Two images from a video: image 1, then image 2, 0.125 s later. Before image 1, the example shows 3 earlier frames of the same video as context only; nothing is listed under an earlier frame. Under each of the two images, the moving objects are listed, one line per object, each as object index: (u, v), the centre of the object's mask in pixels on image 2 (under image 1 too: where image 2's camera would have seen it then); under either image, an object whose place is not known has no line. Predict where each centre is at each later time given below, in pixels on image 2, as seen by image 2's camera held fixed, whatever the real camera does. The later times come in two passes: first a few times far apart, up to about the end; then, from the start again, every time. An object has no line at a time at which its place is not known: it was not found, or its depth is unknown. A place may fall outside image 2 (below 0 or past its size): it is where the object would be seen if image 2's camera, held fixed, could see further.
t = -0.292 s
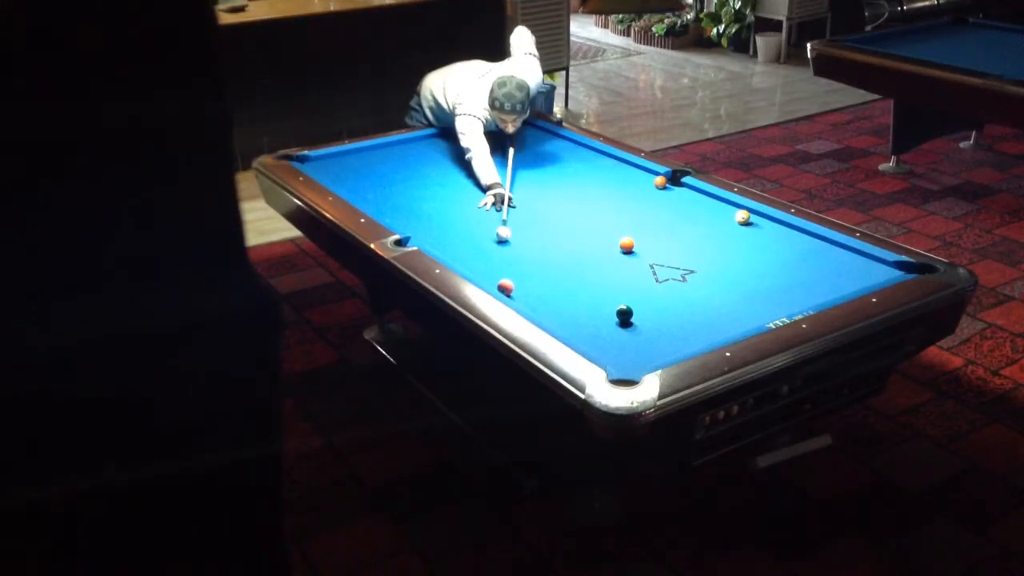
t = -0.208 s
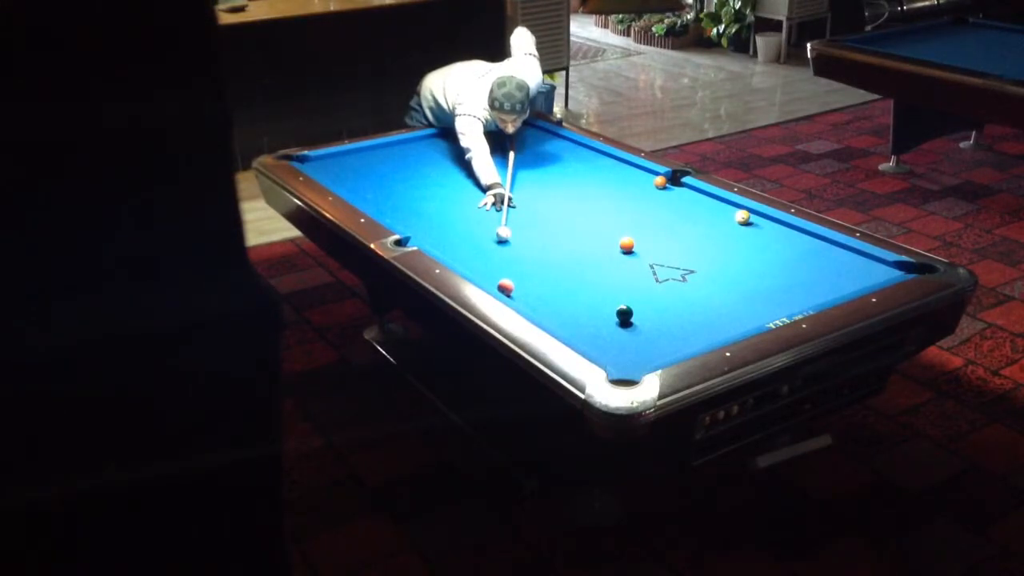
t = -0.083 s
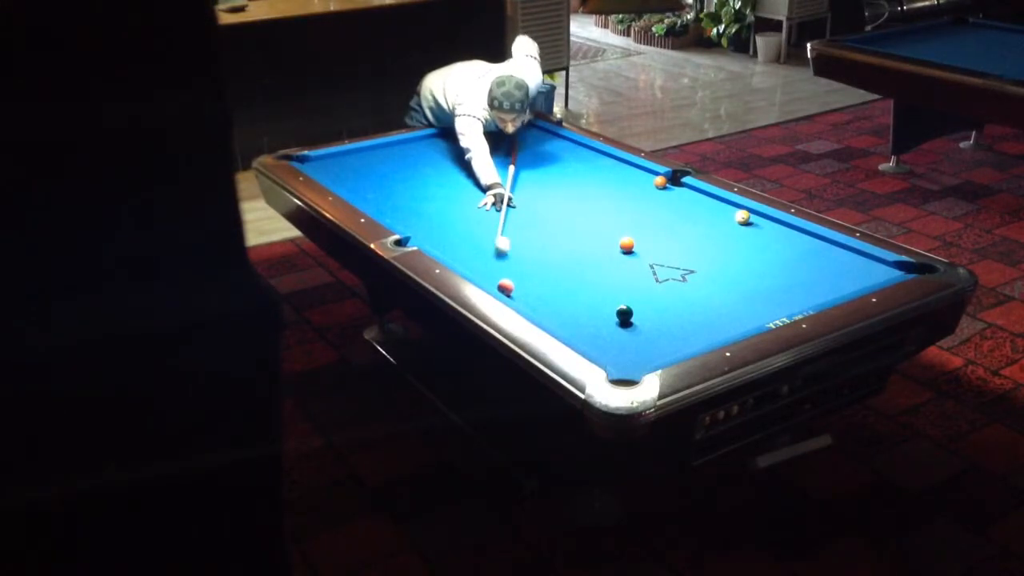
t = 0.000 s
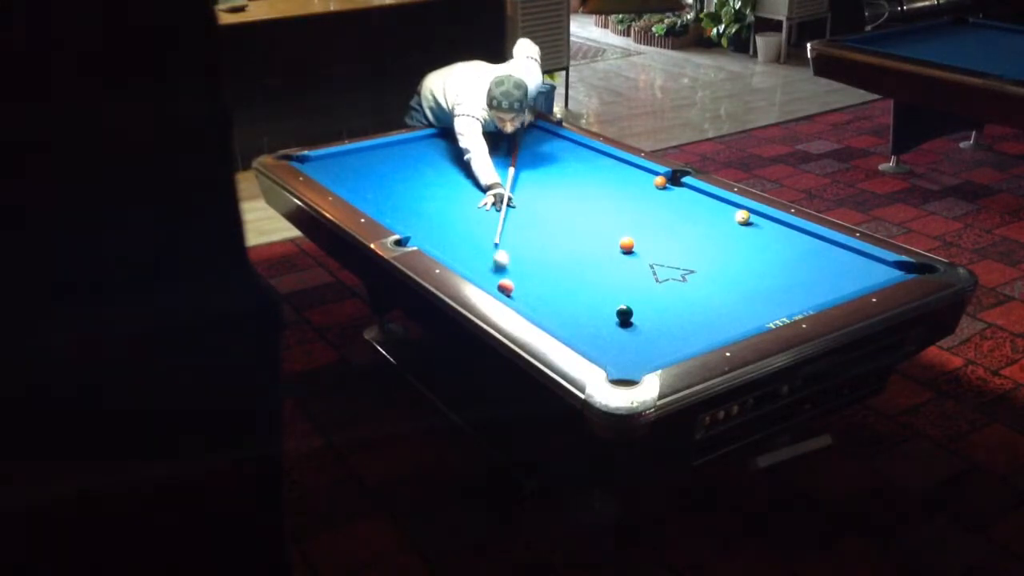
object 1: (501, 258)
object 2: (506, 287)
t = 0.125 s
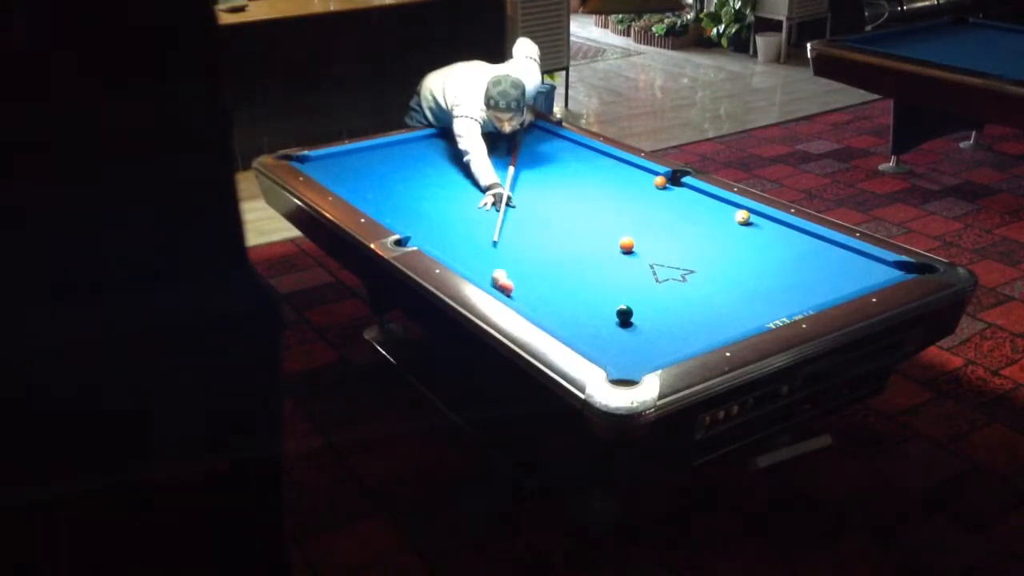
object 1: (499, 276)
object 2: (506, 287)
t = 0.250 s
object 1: (495, 280)
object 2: (517, 294)
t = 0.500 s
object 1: (507, 274)
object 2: (540, 311)
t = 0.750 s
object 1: (519, 269)
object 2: (565, 327)
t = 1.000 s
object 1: (529, 264)
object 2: (591, 342)
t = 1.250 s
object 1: (538, 259)
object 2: (618, 359)
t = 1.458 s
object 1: (545, 256)
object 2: (636, 371)
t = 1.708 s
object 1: (553, 252)
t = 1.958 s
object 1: (560, 248)
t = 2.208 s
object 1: (566, 245)
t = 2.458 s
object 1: (571, 242)
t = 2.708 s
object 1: (576, 240)
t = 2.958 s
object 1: (580, 238)
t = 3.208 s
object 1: (583, 237)
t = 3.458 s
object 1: (585, 236)
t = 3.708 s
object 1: (587, 235)
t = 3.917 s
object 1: (588, 235)
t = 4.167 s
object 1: (588, 235)
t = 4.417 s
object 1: (588, 235)
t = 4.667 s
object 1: (588, 235)
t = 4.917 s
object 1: (588, 235)
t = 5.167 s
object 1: (588, 235)
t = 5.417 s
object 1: (588, 235)
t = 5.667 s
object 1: (588, 235)
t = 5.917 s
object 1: (588, 235)
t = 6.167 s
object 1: (588, 235)
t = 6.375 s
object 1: (588, 235)
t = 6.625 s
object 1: (588, 235)
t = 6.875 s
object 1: (588, 235)
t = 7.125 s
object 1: (588, 235)
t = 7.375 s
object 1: (588, 235)
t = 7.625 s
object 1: (588, 235)
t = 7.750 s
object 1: (588, 235)
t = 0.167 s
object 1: (496, 279)
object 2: (509, 289)
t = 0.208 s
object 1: (493, 280)
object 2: (513, 291)
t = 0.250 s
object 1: (495, 280)
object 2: (517, 294)
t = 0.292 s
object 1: (497, 279)
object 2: (521, 297)
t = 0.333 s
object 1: (499, 279)
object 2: (525, 300)
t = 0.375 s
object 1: (501, 277)
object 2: (528, 302)
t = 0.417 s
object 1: (503, 277)
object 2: (532, 305)
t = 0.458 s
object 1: (505, 276)
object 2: (536, 308)
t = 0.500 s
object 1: (507, 274)
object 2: (540, 311)
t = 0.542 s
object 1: (509, 273)
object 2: (544, 313)
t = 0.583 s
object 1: (512, 273)
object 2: (548, 316)
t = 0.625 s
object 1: (514, 271)
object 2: (552, 319)
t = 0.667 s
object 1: (516, 270)
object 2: (557, 321)
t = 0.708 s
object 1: (517, 269)
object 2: (560, 324)
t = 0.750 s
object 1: (519, 269)
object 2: (565, 327)
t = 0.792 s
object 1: (521, 268)
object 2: (569, 329)
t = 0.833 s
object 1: (523, 267)
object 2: (574, 332)
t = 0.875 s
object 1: (524, 266)
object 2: (578, 335)
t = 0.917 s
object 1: (526, 265)
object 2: (582, 337)
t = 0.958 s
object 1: (528, 265)
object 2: (587, 340)
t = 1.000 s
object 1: (529, 264)
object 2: (591, 342)
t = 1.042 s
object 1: (531, 263)
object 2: (596, 345)
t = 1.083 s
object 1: (532, 262)
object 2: (600, 348)
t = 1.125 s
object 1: (534, 262)
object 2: (605, 351)
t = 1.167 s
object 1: (535, 261)
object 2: (609, 353)
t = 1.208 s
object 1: (537, 260)
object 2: (613, 356)
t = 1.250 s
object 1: (538, 259)
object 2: (618, 359)
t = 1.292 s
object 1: (540, 258)
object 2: (622, 362)
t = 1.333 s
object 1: (541, 257)
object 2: (627, 365)
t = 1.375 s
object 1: (543, 257)
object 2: (631, 367)
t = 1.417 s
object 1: (544, 256)
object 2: (636, 369)
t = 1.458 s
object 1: (545, 256)
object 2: (636, 371)
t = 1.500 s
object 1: (547, 255)
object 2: (634, 373)
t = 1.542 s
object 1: (548, 254)
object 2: (631, 376)
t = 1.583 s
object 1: (549, 253)
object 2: (629, 382)
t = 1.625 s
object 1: (551, 252)
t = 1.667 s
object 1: (552, 252)
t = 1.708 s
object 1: (553, 252)
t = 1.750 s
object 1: (554, 251)
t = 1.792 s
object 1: (555, 250)
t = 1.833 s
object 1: (556, 250)
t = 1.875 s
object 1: (558, 249)
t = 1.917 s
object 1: (559, 249)
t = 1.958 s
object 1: (560, 248)
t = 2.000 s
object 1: (561, 247)
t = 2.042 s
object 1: (561, 247)
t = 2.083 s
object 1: (562, 246)
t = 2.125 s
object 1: (564, 245)
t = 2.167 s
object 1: (564, 245)
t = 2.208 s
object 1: (566, 245)
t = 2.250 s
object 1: (567, 244)
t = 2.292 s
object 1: (567, 244)
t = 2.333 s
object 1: (568, 243)
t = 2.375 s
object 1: (569, 243)
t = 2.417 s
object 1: (570, 243)
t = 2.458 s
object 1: (571, 242)
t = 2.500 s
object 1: (572, 242)
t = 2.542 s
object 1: (573, 241)
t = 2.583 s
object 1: (573, 241)
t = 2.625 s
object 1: (574, 241)
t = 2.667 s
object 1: (575, 241)
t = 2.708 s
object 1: (576, 240)
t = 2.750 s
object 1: (576, 240)
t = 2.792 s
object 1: (577, 239)
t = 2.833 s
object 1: (578, 239)
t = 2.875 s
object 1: (578, 239)
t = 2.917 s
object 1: (579, 239)
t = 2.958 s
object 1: (580, 238)
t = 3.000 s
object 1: (580, 238)
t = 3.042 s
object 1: (581, 238)
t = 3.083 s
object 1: (581, 238)
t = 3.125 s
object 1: (582, 237)
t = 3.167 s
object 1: (583, 237)
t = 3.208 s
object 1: (583, 237)
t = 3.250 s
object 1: (583, 237)
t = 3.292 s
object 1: (584, 237)
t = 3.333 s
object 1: (584, 236)
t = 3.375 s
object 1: (585, 236)
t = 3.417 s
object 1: (585, 236)
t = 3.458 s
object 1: (585, 236)
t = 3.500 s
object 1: (585, 236)
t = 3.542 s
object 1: (586, 236)
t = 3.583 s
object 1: (586, 236)
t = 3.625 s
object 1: (586, 235)
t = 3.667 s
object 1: (587, 235)
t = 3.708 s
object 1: (587, 235)
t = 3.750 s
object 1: (587, 235)
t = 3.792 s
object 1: (587, 235)
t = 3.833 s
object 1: (587, 235)
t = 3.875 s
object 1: (588, 235)
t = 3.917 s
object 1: (588, 235)
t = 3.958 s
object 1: (588, 235)
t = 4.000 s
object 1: (588, 235)
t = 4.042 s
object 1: (588, 235)
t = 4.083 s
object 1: (588, 235)
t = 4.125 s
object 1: (588, 235)
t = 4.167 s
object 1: (588, 235)
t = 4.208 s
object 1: (588, 235)
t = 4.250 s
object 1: (588, 235)
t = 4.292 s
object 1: (588, 235)
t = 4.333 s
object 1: (588, 235)
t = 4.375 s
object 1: (588, 235)
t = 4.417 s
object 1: (588, 235)
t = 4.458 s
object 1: (588, 235)
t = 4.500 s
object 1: (588, 235)
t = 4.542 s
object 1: (588, 235)
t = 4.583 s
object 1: (588, 235)
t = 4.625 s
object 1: (588, 235)
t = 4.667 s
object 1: (588, 235)
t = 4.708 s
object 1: (588, 235)
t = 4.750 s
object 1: (588, 235)
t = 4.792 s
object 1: (588, 235)
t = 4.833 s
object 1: (588, 235)
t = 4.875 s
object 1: (588, 235)
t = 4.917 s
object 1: (588, 235)
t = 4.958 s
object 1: (588, 235)
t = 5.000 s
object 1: (588, 235)
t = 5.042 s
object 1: (588, 235)
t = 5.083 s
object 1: (588, 235)
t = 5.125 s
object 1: (588, 235)
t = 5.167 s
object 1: (588, 235)
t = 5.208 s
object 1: (588, 235)
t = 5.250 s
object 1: (588, 235)
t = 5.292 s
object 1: (588, 235)
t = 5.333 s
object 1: (588, 235)
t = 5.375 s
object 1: (588, 235)
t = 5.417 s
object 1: (588, 235)
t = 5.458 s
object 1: (588, 235)
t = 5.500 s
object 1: (588, 235)
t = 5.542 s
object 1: (588, 235)
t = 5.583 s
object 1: (588, 235)
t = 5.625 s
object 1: (588, 235)
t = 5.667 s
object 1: (588, 235)
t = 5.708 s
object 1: (588, 235)
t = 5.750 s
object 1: (588, 235)
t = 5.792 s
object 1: (588, 235)
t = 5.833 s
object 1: (588, 235)
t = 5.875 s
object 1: (588, 235)
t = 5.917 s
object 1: (588, 235)
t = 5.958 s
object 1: (588, 235)
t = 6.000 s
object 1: (588, 235)
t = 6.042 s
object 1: (588, 235)
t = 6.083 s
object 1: (588, 235)
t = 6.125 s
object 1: (588, 235)
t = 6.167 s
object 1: (588, 235)
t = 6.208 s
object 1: (588, 235)
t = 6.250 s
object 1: (588, 235)
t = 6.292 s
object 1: (588, 235)
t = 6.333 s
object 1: (588, 235)
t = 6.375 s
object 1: (588, 235)
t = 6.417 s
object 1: (588, 235)
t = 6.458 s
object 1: (588, 235)
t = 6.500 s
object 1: (588, 235)
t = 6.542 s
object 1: (588, 235)
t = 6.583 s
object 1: (588, 235)
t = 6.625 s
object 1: (588, 235)
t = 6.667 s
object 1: (588, 235)
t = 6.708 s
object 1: (588, 235)
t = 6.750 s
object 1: (588, 235)
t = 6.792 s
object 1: (588, 235)
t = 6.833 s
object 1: (588, 235)
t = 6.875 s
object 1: (588, 235)
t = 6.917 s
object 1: (588, 235)
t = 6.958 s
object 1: (588, 235)
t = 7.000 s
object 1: (588, 235)
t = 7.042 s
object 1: (588, 235)
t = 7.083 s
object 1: (588, 235)
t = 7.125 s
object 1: (588, 235)
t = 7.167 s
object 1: (588, 235)
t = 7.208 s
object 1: (588, 235)
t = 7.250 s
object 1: (588, 235)
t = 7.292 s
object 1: (588, 235)
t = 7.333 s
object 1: (588, 235)
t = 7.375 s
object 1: (588, 235)
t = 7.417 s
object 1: (588, 235)
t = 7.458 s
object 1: (588, 235)
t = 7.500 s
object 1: (588, 235)
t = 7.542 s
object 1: (588, 235)
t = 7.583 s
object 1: (588, 235)
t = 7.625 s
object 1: (588, 235)
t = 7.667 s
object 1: (588, 235)
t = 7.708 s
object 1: (588, 235)
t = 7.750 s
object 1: (588, 235)
